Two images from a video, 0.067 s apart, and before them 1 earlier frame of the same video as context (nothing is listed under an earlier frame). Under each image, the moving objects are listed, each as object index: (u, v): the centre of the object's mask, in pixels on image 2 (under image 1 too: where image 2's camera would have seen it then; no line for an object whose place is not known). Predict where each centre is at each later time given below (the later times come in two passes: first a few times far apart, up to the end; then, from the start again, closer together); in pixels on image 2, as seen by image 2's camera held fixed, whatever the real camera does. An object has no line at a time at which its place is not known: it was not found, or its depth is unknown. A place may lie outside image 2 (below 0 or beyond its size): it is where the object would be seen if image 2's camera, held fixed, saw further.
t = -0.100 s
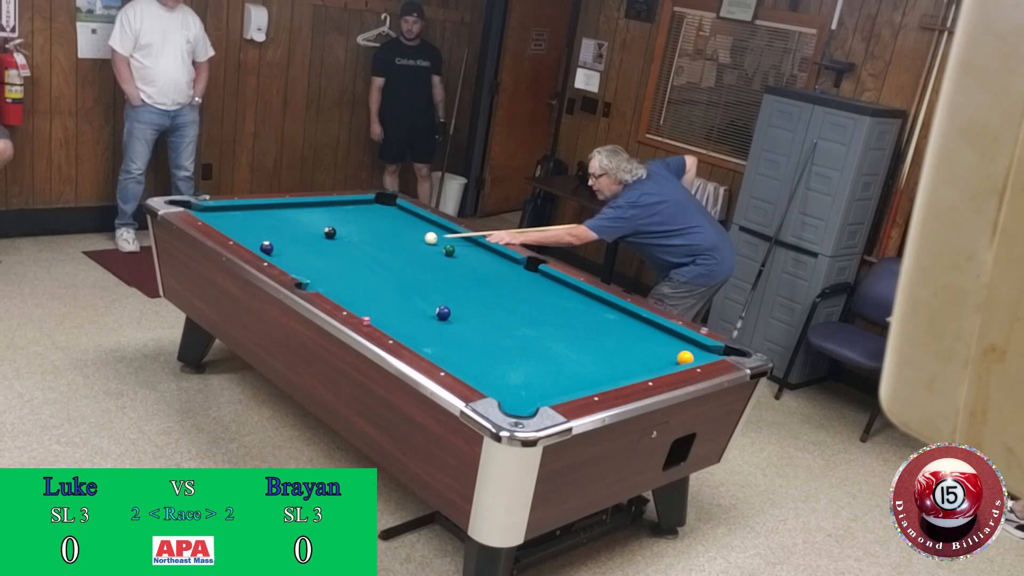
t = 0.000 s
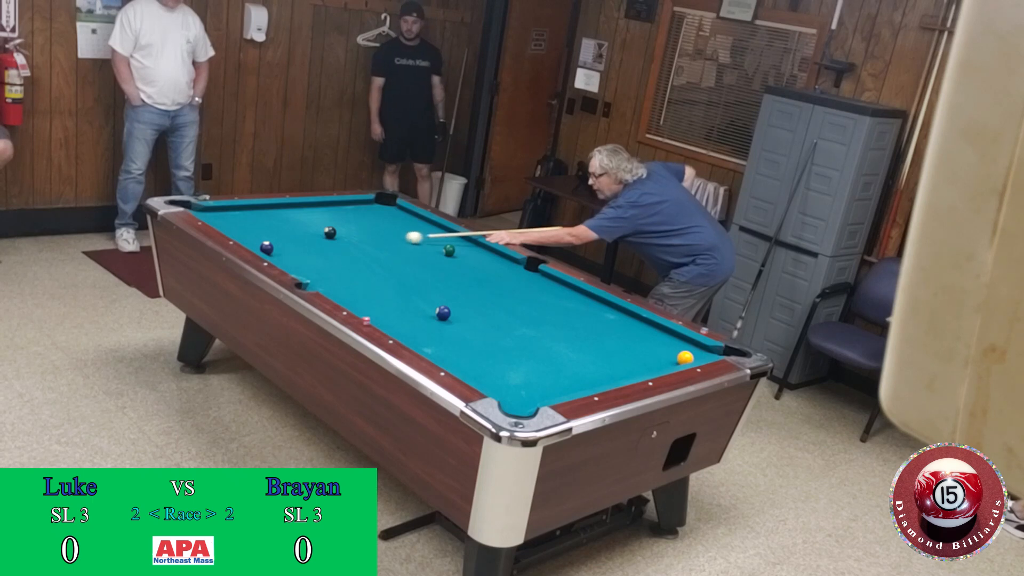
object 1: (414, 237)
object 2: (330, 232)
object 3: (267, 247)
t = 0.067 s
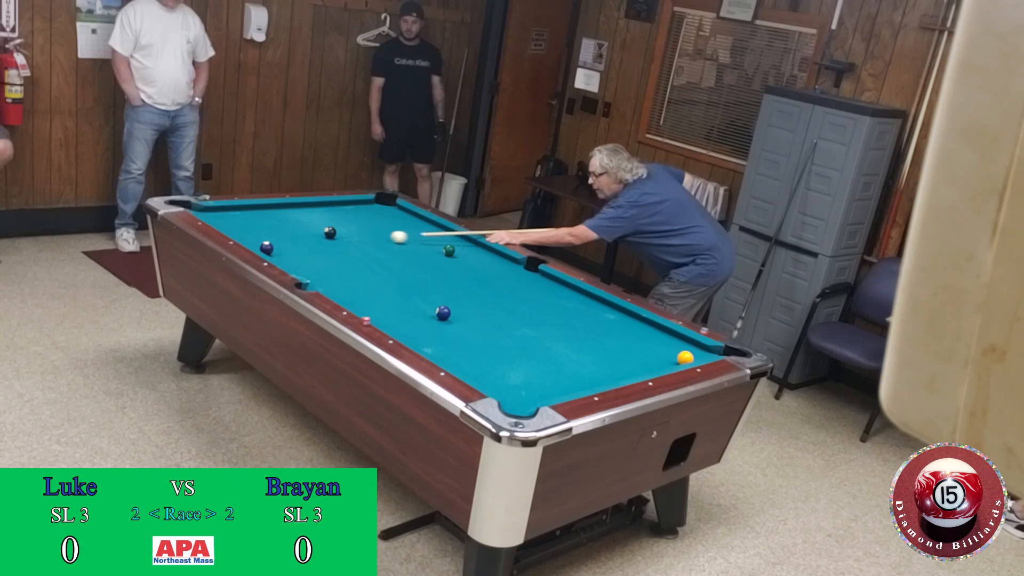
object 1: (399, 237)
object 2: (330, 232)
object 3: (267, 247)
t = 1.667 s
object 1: (259, 240)
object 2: (233, 212)
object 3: (304, 256)
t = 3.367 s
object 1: (256, 239)
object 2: (237, 228)
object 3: (351, 264)
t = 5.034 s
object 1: (256, 239)
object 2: (240, 231)
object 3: (355, 264)
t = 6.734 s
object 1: (256, 239)
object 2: (240, 231)
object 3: (355, 264)
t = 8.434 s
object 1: (256, 239)
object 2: (240, 231)
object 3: (355, 264)
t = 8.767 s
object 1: (256, 239)
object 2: (240, 231)
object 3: (355, 264)
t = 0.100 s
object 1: (391, 237)
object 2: (330, 232)
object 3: (267, 247)
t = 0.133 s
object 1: (384, 236)
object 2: (330, 232)
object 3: (267, 247)
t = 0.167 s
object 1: (376, 236)
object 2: (330, 232)
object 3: (267, 247)
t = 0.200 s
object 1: (368, 236)
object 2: (330, 232)
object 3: (267, 247)
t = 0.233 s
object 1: (361, 236)
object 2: (330, 232)
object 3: (267, 247)
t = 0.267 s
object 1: (353, 235)
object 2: (330, 232)
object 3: (267, 247)
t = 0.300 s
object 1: (345, 235)
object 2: (330, 232)
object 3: (267, 247)
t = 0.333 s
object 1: (339, 235)
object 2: (327, 232)
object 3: (267, 247)
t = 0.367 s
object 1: (335, 236)
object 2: (322, 231)
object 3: (267, 247)
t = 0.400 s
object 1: (331, 237)
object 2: (319, 230)
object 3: (267, 247)
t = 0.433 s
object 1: (327, 238)
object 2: (316, 229)
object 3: (267, 247)
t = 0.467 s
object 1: (323, 238)
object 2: (312, 228)
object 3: (267, 247)
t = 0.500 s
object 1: (318, 239)
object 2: (309, 227)
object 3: (267, 247)
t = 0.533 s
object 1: (314, 240)
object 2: (306, 226)
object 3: (267, 247)
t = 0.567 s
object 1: (310, 240)
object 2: (303, 226)
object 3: (267, 247)
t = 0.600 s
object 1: (305, 241)
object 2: (300, 225)
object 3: (267, 247)
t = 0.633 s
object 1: (301, 242)
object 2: (296, 224)
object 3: (267, 247)
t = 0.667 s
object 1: (296, 242)
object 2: (293, 223)
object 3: (267, 247)
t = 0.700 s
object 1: (292, 243)
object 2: (290, 222)
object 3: (267, 247)
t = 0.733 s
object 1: (287, 244)
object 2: (287, 222)
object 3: (267, 247)
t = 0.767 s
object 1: (283, 245)
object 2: (284, 221)
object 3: (267, 247)
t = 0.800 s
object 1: (279, 245)
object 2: (281, 220)
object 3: (266, 247)
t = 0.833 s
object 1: (276, 246)
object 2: (278, 219)
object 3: (265, 247)
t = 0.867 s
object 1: (275, 246)
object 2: (275, 218)
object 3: (262, 247)
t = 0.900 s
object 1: (274, 246)
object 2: (272, 218)
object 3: (263, 247)
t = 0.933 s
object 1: (273, 245)
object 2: (269, 217)
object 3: (265, 248)
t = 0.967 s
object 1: (272, 244)
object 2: (266, 216)
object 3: (267, 249)
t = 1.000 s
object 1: (271, 243)
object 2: (263, 215)
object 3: (269, 250)
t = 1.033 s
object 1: (268, 243)
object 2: (260, 214)
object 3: (271, 250)
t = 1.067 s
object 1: (267, 243)
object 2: (257, 214)
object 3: (274, 251)
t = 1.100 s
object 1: (267, 244)
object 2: (254, 213)
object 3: (275, 251)
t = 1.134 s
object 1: (266, 244)
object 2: (252, 213)
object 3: (277, 251)
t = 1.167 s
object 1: (266, 244)
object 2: (249, 212)
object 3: (279, 252)
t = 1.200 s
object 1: (265, 244)
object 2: (247, 211)
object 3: (281, 252)
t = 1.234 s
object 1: (265, 243)
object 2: (244, 211)
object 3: (283, 252)
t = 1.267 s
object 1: (264, 243)
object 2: (241, 210)
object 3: (284, 252)
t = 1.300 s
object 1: (264, 243)
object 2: (238, 209)
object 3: (286, 253)
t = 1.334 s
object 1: (263, 242)
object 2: (236, 209)
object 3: (288, 253)
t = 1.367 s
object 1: (263, 242)
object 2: (233, 208)
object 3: (290, 253)
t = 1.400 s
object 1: (262, 242)
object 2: (233, 208)
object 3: (291, 254)
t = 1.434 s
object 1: (262, 242)
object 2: (233, 209)
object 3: (293, 254)
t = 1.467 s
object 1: (261, 242)
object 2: (233, 210)
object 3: (294, 254)
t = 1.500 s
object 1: (261, 241)
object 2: (233, 210)
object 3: (296, 255)
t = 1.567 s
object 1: (260, 241)
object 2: (233, 210)
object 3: (299, 255)
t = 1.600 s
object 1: (260, 241)
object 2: (234, 211)
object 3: (301, 255)
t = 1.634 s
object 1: (259, 240)
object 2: (233, 212)
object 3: (302, 255)
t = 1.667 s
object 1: (259, 240)
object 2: (233, 212)
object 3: (304, 256)
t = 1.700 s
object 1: (258, 240)
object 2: (233, 213)
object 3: (305, 256)
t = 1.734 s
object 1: (258, 240)
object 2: (233, 213)
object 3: (307, 256)
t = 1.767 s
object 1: (258, 240)
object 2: (233, 213)
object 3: (309, 257)
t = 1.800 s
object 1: (258, 240)
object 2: (233, 214)
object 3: (310, 257)
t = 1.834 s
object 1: (257, 240)
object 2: (234, 214)
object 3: (311, 257)
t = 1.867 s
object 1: (257, 240)
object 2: (234, 214)
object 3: (313, 258)
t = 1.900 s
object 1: (257, 239)
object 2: (234, 215)
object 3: (314, 258)
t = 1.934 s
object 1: (257, 239)
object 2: (234, 215)
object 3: (316, 258)
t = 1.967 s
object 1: (257, 239)
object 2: (234, 216)
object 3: (317, 259)
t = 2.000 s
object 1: (257, 239)
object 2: (234, 216)
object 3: (318, 259)
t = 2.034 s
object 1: (256, 239)
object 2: (234, 217)
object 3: (319, 259)
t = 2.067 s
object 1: (256, 239)
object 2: (234, 217)
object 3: (320, 259)
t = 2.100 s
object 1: (256, 239)
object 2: (234, 217)
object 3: (322, 259)
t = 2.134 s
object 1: (256, 239)
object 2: (234, 218)
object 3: (323, 259)
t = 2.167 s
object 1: (256, 239)
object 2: (234, 218)
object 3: (324, 259)
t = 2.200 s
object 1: (256, 239)
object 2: (234, 218)
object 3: (325, 260)
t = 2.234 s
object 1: (256, 239)
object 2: (234, 219)
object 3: (326, 260)
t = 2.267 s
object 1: (256, 239)
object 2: (234, 219)
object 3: (328, 260)
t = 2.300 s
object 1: (256, 239)
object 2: (234, 219)
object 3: (329, 260)
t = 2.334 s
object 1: (256, 239)
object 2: (234, 220)
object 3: (330, 260)
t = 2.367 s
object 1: (256, 239)
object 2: (234, 220)
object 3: (331, 261)
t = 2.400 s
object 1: (256, 239)
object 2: (234, 220)
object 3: (332, 261)
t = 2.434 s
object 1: (256, 239)
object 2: (234, 220)
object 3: (333, 261)
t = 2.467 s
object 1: (256, 239)
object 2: (235, 221)
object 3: (334, 261)
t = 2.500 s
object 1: (256, 239)
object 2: (235, 221)
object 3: (335, 262)
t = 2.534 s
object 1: (256, 239)
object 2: (235, 222)
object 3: (335, 262)
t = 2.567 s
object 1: (256, 239)
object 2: (235, 222)
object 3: (336, 262)
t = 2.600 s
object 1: (256, 239)
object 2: (235, 222)
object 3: (337, 262)
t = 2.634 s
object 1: (256, 239)
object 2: (235, 223)
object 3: (338, 262)
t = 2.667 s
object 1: (256, 239)
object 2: (235, 223)
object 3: (339, 262)
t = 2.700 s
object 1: (256, 239)
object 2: (235, 223)
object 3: (339, 263)
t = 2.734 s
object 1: (256, 239)
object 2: (235, 224)
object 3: (340, 263)
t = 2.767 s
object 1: (256, 239)
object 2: (235, 224)
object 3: (341, 262)
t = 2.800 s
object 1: (256, 239)
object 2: (235, 224)
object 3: (341, 263)
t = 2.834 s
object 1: (256, 239)
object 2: (235, 224)
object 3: (342, 263)
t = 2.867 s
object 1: (256, 239)
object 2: (235, 225)
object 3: (343, 263)
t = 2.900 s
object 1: (256, 239)
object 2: (235, 225)
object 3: (343, 263)
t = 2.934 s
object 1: (256, 239)
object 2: (235, 225)
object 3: (344, 263)
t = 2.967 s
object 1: (256, 239)
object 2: (235, 225)
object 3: (345, 263)
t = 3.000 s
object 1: (256, 239)
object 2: (235, 225)
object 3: (345, 263)
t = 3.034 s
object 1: (256, 239)
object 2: (235, 226)
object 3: (346, 263)
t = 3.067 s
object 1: (256, 239)
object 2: (236, 226)
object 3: (347, 263)
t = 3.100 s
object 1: (256, 239)
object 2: (236, 226)
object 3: (347, 263)
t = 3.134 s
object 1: (256, 239)
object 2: (236, 226)
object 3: (348, 263)
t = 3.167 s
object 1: (256, 239)
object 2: (236, 227)
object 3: (348, 263)
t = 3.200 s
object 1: (256, 239)
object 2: (236, 227)
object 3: (349, 264)
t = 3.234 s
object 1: (256, 239)
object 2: (236, 227)
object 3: (349, 264)
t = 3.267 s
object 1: (256, 239)
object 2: (237, 227)
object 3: (350, 264)
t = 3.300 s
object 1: (256, 239)
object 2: (237, 228)
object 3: (350, 264)
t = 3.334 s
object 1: (256, 239)
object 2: (237, 228)
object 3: (351, 264)
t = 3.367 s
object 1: (256, 239)
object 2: (237, 228)
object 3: (351, 264)
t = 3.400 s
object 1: (256, 239)
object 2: (237, 228)
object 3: (351, 264)
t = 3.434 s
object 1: (256, 239)
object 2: (237, 228)
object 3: (352, 264)
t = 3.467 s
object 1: (256, 239)
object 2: (237, 229)
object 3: (352, 264)
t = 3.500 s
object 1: (256, 239)
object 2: (238, 229)
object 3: (353, 264)
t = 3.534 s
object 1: (256, 239)
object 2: (238, 229)
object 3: (353, 264)
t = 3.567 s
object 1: (256, 239)
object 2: (238, 229)
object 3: (353, 264)
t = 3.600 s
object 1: (256, 239)
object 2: (238, 229)
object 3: (354, 264)
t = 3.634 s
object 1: (256, 239)
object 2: (238, 229)
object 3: (354, 264)
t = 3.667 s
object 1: (256, 239)
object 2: (238, 230)
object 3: (354, 265)
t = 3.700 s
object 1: (256, 239)
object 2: (239, 230)
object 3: (354, 265)
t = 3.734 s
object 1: (256, 239)
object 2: (239, 230)
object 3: (355, 265)
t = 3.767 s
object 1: (256, 239)
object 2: (239, 230)
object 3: (355, 265)
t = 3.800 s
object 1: (256, 239)
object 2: (239, 230)
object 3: (355, 265)
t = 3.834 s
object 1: (256, 239)
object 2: (239, 230)
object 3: (355, 265)
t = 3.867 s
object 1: (256, 239)
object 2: (239, 230)
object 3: (355, 265)
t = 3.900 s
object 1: (256, 239)
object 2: (239, 230)
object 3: (355, 265)
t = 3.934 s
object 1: (256, 239)
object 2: (240, 231)
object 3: (355, 265)
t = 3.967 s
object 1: (256, 239)
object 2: (240, 231)
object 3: (355, 265)
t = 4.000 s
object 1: (256, 239)
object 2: (240, 231)
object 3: (355, 265)
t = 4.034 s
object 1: (256, 239)
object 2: (240, 231)
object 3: (355, 265)
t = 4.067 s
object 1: (256, 239)
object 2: (240, 231)
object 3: (355, 265)
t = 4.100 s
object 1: (256, 239)
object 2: (240, 231)
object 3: (355, 265)
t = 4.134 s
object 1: (256, 239)
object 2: (240, 231)
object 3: (355, 264)
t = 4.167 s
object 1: (256, 239)
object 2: (240, 231)
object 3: (355, 265)
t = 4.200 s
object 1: (256, 239)
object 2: (240, 231)
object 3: (355, 264)
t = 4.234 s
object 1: (256, 239)
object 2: (240, 231)
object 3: (355, 264)
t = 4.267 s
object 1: (256, 239)
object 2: (240, 231)
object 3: (355, 264)
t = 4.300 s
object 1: (256, 239)
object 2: (240, 231)
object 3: (355, 264)
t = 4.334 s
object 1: (256, 239)
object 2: (240, 231)
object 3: (355, 264)
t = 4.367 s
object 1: (256, 239)
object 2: (240, 231)
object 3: (355, 264)
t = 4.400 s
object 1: (256, 239)
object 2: (240, 231)
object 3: (355, 264)
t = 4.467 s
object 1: (256, 239)
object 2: (240, 231)
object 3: (355, 264)
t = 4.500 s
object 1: (256, 239)
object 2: (240, 231)
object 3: (355, 264)
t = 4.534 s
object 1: (256, 239)
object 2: (240, 231)
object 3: (355, 264)
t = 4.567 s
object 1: (256, 239)
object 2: (240, 231)
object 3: (355, 264)
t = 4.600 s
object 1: (256, 239)
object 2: (240, 231)
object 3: (355, 264)
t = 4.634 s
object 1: (256, 239)
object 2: (240, 231)
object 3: (355, 264)
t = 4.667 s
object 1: (256, 239)
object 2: (240, 231)
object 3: (355, 264)
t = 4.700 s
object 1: (256, 239)
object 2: (240, 231)
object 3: (355, 264)
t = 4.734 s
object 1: (256, 239)
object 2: (240, 231)
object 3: (355, 264)
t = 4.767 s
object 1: (256, 239)
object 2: (240, 231)
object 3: (355, 264)
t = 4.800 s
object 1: (256, 239)
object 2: (240, 231)
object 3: (355, 264)
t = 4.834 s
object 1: (256, 239)
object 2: (240, 231)
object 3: (355, 264)
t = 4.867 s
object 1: (256, 239)
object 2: (240, 231)
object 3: (355, 264)
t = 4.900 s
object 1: (256, 239)
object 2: (240, 231)
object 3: (355, 264)
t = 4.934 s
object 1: (256, 239)
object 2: (240, 231)
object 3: (355, 264)
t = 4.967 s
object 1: (256, 239)
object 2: (240, 231)
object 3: (355, 264)
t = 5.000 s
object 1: (256, 239)
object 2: (240, 231)
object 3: (355, 264)
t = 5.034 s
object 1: (256, 239)
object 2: (240, 231)
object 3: (355, 264)
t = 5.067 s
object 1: (256, 239)
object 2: (240, 231)
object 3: (355, 264)
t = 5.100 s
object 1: (256, 239)
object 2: (240, 231)
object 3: (355, 264)
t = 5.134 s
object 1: (256, 239)
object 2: (240, 231)
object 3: (355, 264)
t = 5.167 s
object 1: (256, 239)
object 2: (240, 231)
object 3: (355, 264)
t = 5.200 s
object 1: (256, 239)
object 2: (240, 231)
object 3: (355, 264)
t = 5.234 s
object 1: (256, 239)
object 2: (240, 231)
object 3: (355, 264)
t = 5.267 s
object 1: (256, 239)
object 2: (240, 231)
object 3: (355, 264)
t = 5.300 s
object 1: (256, 239)
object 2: (240, 231)
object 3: (355, 264)
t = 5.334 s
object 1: (256, 239)
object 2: (240, 231)
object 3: (355, 264)
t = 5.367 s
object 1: (256, 239)
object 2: (240, 231)
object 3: (355, 264)
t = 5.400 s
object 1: (256, 239)
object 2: (240, 231)
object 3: (355, 264)
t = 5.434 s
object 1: (256, 239)
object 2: (240, 231)
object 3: (355, 264)
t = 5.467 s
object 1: (256, 239)
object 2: (240, 231)
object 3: (355, 264)
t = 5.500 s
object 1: (256, 239)
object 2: (240, 231)
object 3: (355, 264)
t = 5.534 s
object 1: (256, 239)
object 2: (240, 231)
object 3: (355, 264)
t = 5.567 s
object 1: (256, 239)
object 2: (240, 231)
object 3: (355, 264)
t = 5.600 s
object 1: (256, 239)
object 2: (240, 231)
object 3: (355, 264)
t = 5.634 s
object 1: (256, 239)
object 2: (240, 231)
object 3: (355, 264)
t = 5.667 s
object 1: (256, 239)
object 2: (240, 231)
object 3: (355, 264)
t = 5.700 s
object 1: (256, 239)
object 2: (240, 231)
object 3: (355, 264)
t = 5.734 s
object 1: (256, 239)
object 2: (240, 231)
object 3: (355, 264)
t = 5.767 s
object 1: (256, 239)
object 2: (240, 231)
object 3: (355, 264)
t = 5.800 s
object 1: (256, 239)
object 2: (240, 231)
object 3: (355, 264)
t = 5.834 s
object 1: (256, 239)
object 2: (240, 231)
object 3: (355, 264)
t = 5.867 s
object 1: (256, 239)
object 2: (240, 231)
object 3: (355, 264)
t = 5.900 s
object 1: (256, 239)
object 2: (240, 231)
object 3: (355, 264)
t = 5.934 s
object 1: (256, 239)
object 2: (240, 231)
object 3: (355, 264)
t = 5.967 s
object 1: (256, 239)
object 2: (240, 231)
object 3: (355, 264)
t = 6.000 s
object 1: (256, 239)
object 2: (240, 231)
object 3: (355, 264)
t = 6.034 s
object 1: (256, 239)
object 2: (240, 231)
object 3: (355, 264)
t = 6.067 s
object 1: (256, 239)
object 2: (240, 231)
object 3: (355, 264)
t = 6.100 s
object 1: (256, 239)
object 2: (240, 231)
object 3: (355, 264)
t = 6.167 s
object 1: (256, 239)
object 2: (240, 231)
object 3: (355, 264)
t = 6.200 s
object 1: (256, 239)
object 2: (240, 231)
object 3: (355, 264)
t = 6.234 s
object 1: (256, 239)
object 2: (240, 231)
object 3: (355, 264)
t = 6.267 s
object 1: (256, 239)
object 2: (240, 231)
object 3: (355, 264)
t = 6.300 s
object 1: (256, 239)
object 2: (240, 231)
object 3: (355, 264)
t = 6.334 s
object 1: (257, 239)
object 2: (240, 231)
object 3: (355, 264)
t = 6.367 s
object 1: (256, 239)
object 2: (240, 231)
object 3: (355, 264)
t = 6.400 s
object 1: (256, 239)
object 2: (240, 231)
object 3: (355, 264)
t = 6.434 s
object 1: (256, 239)
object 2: (240, 231)
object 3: (355, 264)
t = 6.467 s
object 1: (256, 239)
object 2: (240, 231)
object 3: (355, 264)
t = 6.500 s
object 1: (256, 239)
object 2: (240, 231)
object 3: (355, 264)
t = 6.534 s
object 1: (256, 239)
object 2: (240, 231)
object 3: (355, 264)
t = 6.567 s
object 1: (256, 239)
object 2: (240, 231)
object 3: (355, 264)
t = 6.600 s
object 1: (256, 239)
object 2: (240, 231)
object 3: (355, 264)
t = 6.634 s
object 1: (257, 239)
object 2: (240, 231)
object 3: (355, 264)
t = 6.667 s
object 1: (256, 239)
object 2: (240, 231)
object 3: (355, 264)
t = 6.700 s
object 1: (257, 239)
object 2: (240, 231)
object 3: (355, 264)
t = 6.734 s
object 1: (256, 239)
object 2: (240, 231)
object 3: (355, 264)
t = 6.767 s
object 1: (257, 239)
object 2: (240, 231)
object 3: (355, 264)
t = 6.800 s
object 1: (256, 239)
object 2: (240, 231)
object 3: (355, 264)
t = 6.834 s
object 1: (256, 239)
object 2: (240, 231)
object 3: (355, 264)
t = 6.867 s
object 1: (257, 239)
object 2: (240, 231)
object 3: (355, 264)
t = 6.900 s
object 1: (256, 239)
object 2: (240, 231)
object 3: (355, 264)
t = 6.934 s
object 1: (256, 239)
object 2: (240, 231)
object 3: (355, 264)
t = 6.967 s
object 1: (257, 239)
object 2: (240, 231)
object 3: (355, 264)
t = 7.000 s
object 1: (256, 239)
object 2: (240, 231)
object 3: (355, 264)
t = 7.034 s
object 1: (257, 239)
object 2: (240, 231)
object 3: (355, 264)
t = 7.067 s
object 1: (257, 239)
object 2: (240, 231)
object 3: (355, 264)
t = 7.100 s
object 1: (256, 239)
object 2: (240, 231)
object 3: (355, 264)
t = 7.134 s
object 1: (256, 239)
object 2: (240, 231)
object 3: (355, 264)
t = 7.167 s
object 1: (257, 239)
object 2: (240, 231)
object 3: (355, 264)
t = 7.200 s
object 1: (256, 239)
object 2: (240, 231)
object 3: (355, 264)
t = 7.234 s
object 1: (256, 239)
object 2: (240, 231)
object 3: (355, 264)
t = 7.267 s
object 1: (256, 239)
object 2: (240, 231)
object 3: (355, 264)
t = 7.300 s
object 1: (256, 239)
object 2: (240, 231)
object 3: (355, 264)
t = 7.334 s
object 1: (256, 239)
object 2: (240, 231)
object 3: (355, 264)
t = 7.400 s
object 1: (256, 239)
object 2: (240, 231)
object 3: (355, 264)
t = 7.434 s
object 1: (256, 239)
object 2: (240, 231)
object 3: (355, 264)
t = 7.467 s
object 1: (256, 239)
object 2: (240, 231)
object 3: (355, 264)
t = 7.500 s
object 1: (256, 239)
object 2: (240, 231)
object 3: (355, 264)
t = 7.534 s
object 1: (256, 239)
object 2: (240, 231)
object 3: (355, 264)
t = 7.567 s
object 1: (256, 239)
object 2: (240, 231)
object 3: (355, 264)
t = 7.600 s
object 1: (256, 239)
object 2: (240, 231)
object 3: (355, 264)
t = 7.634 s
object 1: (256, 239)
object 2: (240, 231)
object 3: (355, 264)
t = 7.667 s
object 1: (256, 239)
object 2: (240, 231)
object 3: (355, 264)
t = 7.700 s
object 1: (256, 239)
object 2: (240, 231)
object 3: (355, 264)
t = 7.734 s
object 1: (256, 239)
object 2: (240, 231)
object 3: (355, 264)
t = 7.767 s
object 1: (256, 239)
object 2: (240, 231)
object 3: (355, 264)
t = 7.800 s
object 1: (256, 239)
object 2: (240, 231)
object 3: (355, 264)
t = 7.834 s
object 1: (256, 239)
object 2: (240, 231)
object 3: (355, 264)
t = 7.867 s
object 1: (256, 239)
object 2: (240, 231)
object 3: (355, 264)
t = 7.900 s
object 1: (256, 239)
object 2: (240, 231)
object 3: (355, 264)
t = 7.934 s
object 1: (256, 239)
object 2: (240, 231)
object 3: (355, 264)
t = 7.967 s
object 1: (256, 239)
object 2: (240, 231)
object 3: (355, 264)
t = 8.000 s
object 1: (256, 239)
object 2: (240, 231)
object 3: (355, 264)
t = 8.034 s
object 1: (256, 239)
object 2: (240, 231)
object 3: (355, 264)
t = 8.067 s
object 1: (256, 239)
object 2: (240, 231)
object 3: (355, 264)
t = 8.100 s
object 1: (256, 239)
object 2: (240, 231)
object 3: (355, 264)
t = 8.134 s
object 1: (256, 239)
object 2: (240, 231)
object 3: (355, 264)
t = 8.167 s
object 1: (256, 239)
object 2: (240, 231)
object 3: (355, 264)
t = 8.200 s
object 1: (256, 239)
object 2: (240, 231)
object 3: (355, 264)
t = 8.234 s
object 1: (256, 239)
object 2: (240, 231)
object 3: (355, 264)
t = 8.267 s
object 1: (256, 239)
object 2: (240, 231)
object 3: (355, 264)
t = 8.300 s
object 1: (256, 239)
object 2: (240, 231)
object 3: (355, 264)
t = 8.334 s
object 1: (256, 239)
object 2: (240, 231)
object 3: (355, 264)
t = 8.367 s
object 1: (256, 239)
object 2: (240, 231)
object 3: (355, 264)
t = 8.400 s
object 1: (256, 239)
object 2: (240, 231)
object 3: (355, 264)
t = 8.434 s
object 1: (256, 239)
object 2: (240, 231)
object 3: (355, 264)
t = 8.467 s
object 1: (256, 239)
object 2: (240, 231)
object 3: (355, 264)
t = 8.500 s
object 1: (256, 239)
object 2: (240, 231)
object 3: (355, 264)
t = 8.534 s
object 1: (256, 239)
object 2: (240, 231)
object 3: (355, 264)
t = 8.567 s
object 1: (256, 239)
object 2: (240, 231)
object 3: (355, 264)
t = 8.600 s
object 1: (256, 239)
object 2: (240, 231)
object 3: (355, 264)
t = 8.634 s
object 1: (256, 239)
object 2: (240, 231)
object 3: (355, 264)
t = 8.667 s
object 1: (256, 239)
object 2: (240, 231)
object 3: (355, 264)
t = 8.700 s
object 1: (256, 239)
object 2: (240, 231)
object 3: (355, 264)
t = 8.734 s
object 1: (257, 239)
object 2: (240, 231)
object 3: (355, 264)
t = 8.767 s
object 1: (256, 239)
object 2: (240, 231)
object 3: (355, 264)
